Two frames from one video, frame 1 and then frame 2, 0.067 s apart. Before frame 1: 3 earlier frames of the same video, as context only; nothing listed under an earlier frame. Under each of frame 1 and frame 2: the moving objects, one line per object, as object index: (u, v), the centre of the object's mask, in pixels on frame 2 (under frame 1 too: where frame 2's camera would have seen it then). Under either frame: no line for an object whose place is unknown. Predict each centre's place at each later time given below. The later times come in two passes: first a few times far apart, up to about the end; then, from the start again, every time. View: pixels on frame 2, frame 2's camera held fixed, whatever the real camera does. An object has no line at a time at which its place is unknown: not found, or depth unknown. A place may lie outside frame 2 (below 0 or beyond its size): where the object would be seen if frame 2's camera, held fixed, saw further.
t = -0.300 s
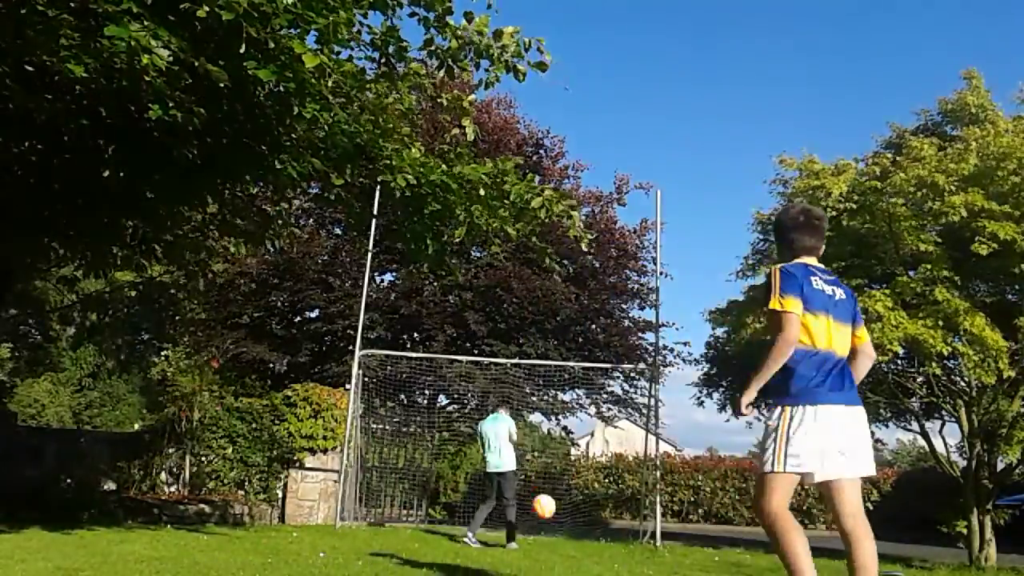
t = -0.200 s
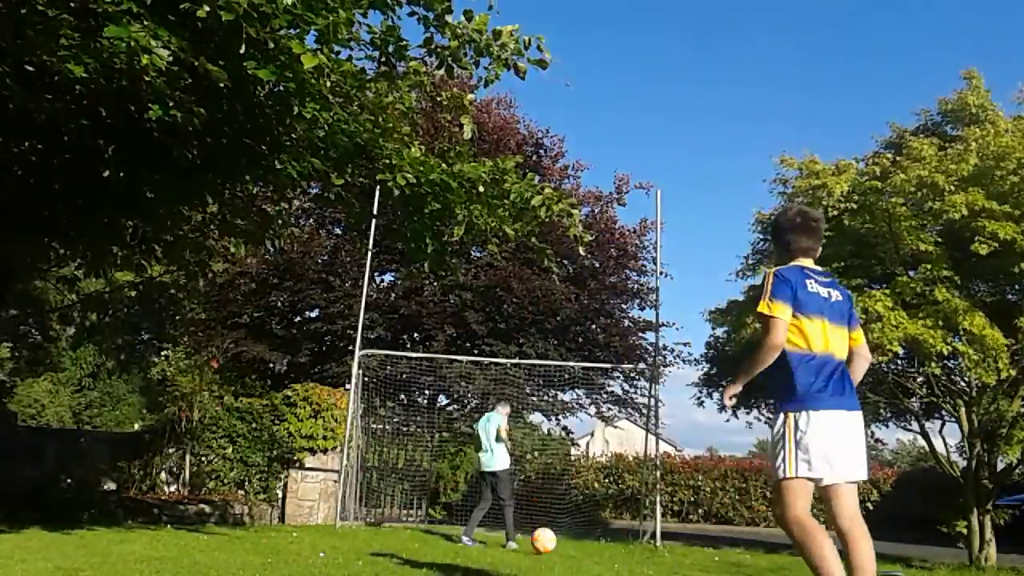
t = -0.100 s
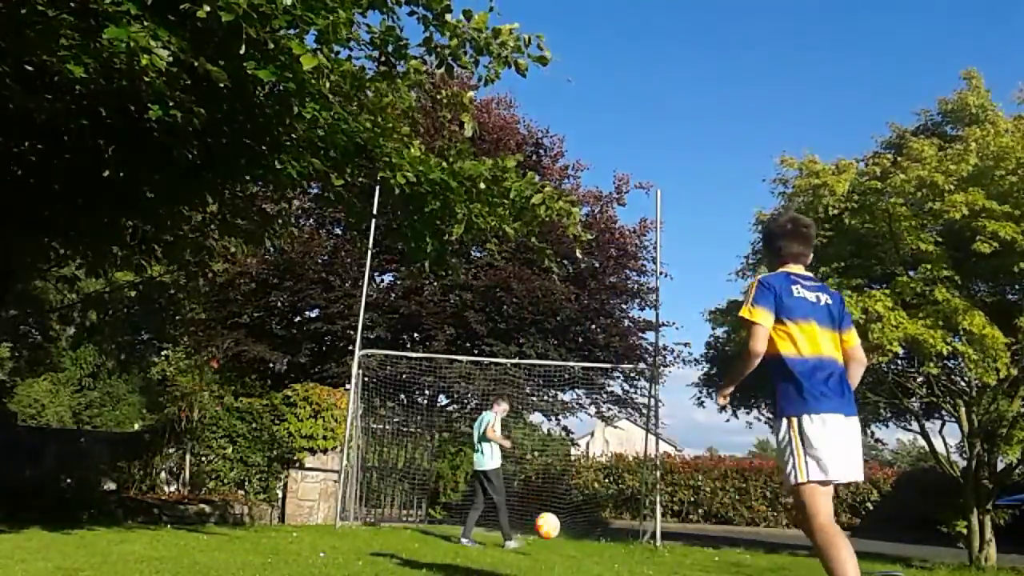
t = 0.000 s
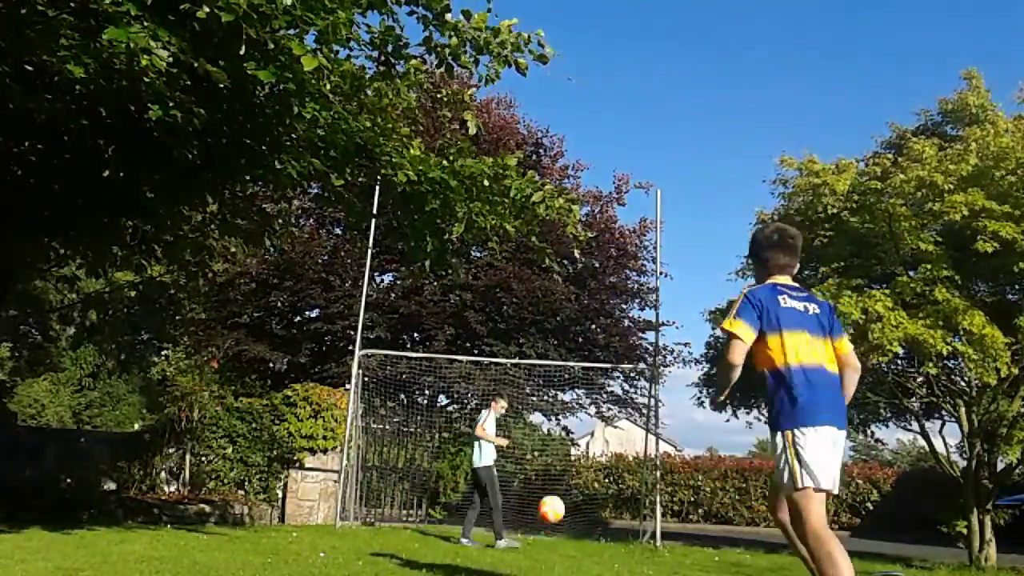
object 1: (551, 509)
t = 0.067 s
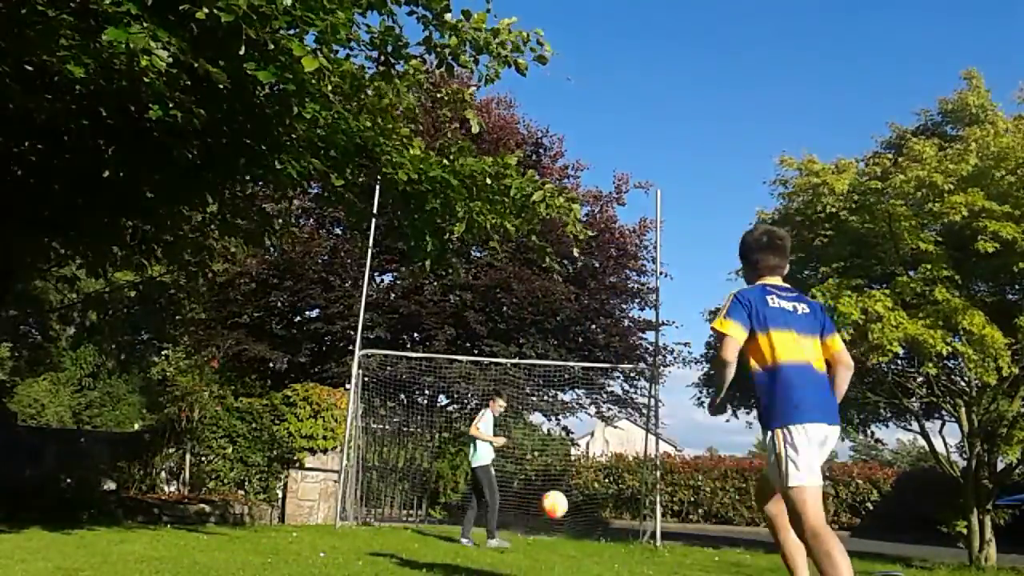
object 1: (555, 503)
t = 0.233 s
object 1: (561, 518)
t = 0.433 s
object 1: (567, 543)
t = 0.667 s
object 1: (581, 548)
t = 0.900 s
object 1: (597, 556)
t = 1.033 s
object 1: (606, 562)
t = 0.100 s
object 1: (556, 503)
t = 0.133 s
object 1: (557, 505)
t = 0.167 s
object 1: (558, 507)
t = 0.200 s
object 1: (559, 512)
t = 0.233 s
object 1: (561, 518)
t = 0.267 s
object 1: (561, 526)
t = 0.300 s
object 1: (562, 535)
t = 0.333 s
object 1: (562, 547)
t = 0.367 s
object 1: (564, 555)
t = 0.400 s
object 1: (566, 549)
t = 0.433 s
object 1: (567, 543)
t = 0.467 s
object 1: (570, 539)
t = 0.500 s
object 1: (572, 536)
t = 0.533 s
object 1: (574, 534)
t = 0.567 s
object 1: (575, 535)
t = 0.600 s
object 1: (577, 537)
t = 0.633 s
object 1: (579, 541)
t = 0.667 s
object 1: (581, 548)
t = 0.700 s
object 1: (583, 556)
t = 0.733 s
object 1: (585, 562)
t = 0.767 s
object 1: (587, 558)
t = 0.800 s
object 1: (590, 556)
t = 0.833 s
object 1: (592, 554)
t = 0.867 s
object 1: (594, 554)
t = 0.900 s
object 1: (597, 556)
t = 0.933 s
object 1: (599, 559)
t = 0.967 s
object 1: (601, 562)
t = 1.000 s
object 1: (604, 563)
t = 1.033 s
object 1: (606, 562)
